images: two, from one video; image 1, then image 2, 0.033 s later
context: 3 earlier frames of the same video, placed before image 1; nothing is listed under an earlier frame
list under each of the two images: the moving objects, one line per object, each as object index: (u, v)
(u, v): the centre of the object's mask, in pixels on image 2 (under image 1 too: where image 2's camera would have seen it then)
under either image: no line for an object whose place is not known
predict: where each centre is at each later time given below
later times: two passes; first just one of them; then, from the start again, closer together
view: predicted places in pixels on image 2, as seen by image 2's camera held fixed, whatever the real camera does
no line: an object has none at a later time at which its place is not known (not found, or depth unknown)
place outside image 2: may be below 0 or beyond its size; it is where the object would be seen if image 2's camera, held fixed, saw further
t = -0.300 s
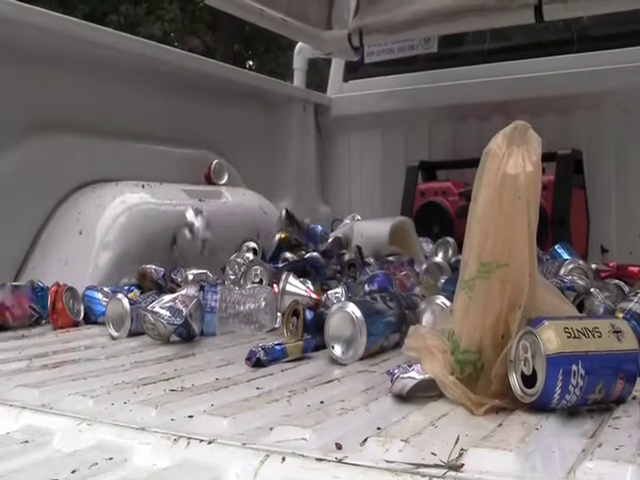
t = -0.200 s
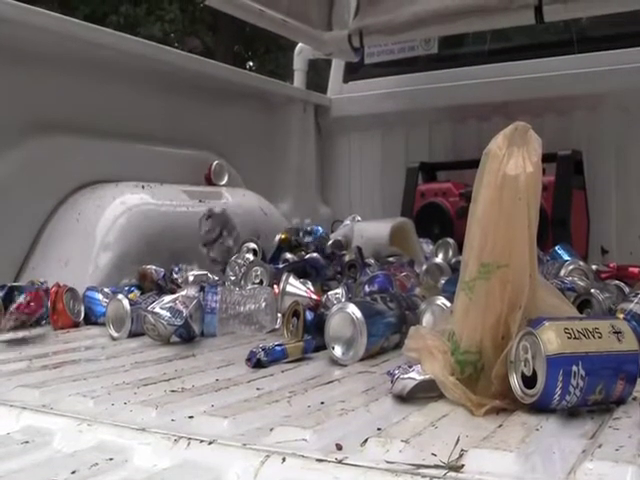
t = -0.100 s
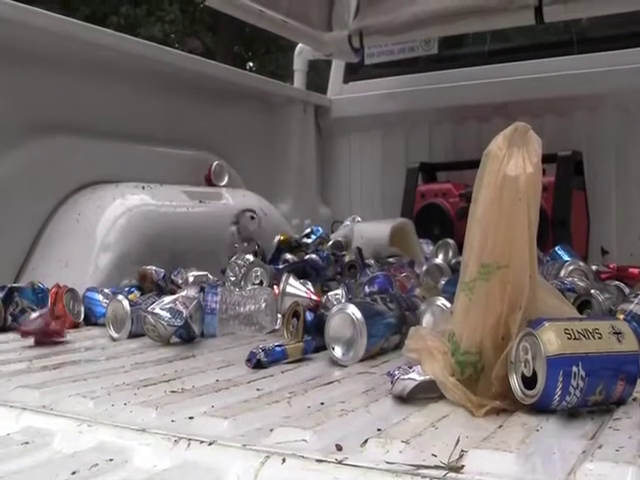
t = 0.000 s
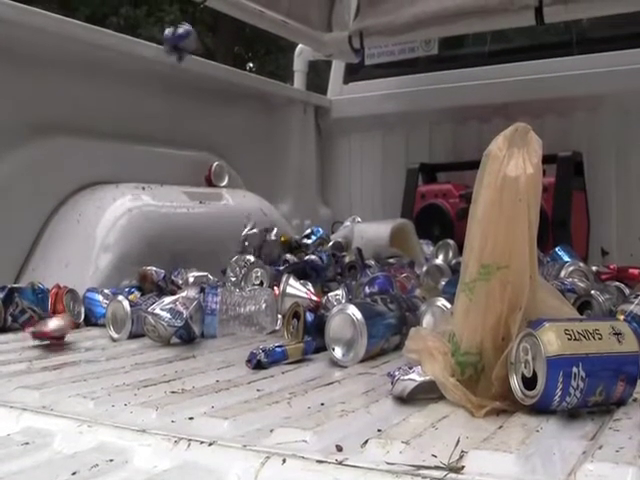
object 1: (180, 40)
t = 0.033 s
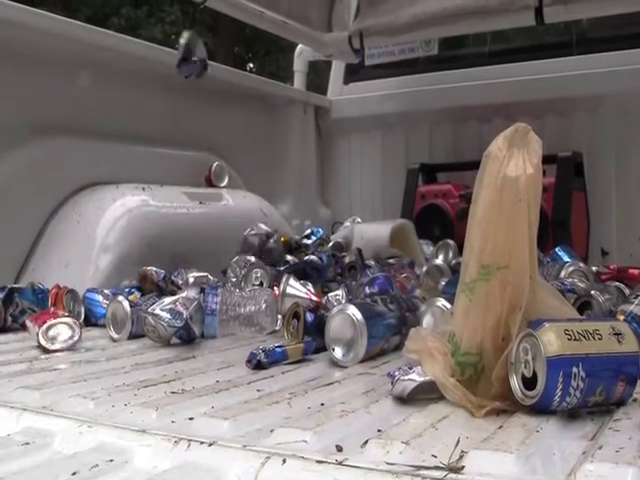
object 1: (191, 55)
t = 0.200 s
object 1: (253, 228)
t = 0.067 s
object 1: (202, 80)
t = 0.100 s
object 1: (210, 111)
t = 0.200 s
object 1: (253, 228)
